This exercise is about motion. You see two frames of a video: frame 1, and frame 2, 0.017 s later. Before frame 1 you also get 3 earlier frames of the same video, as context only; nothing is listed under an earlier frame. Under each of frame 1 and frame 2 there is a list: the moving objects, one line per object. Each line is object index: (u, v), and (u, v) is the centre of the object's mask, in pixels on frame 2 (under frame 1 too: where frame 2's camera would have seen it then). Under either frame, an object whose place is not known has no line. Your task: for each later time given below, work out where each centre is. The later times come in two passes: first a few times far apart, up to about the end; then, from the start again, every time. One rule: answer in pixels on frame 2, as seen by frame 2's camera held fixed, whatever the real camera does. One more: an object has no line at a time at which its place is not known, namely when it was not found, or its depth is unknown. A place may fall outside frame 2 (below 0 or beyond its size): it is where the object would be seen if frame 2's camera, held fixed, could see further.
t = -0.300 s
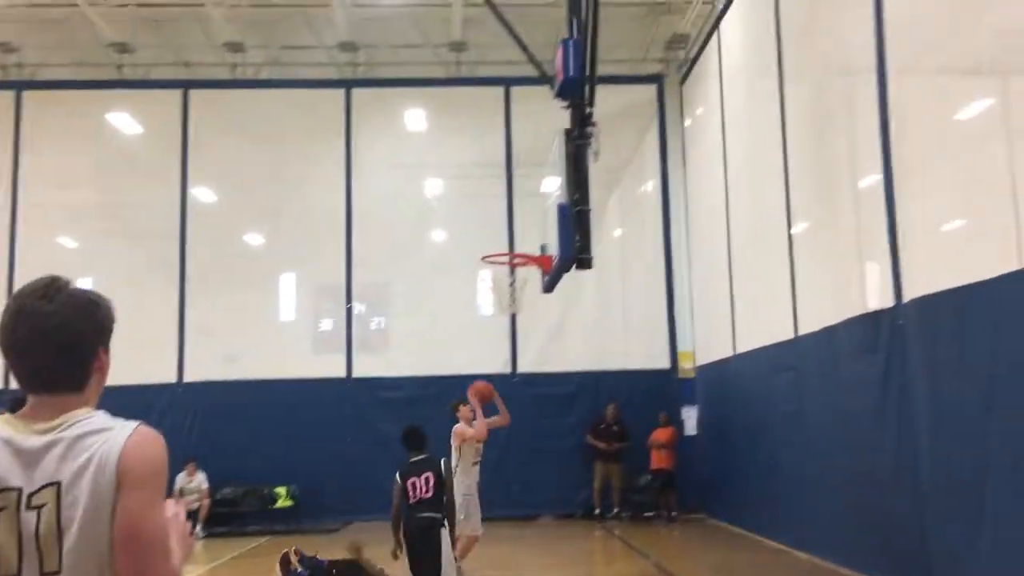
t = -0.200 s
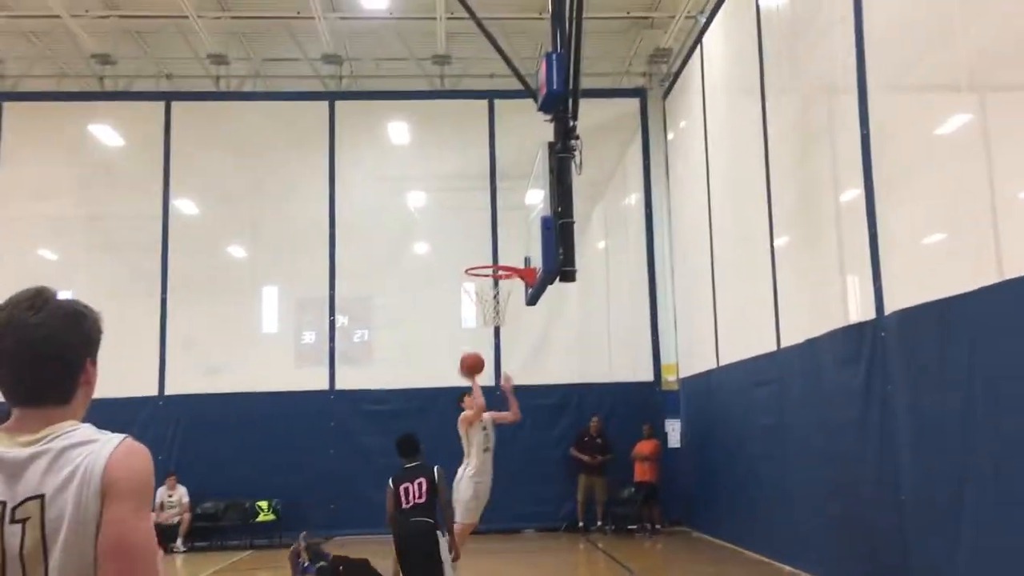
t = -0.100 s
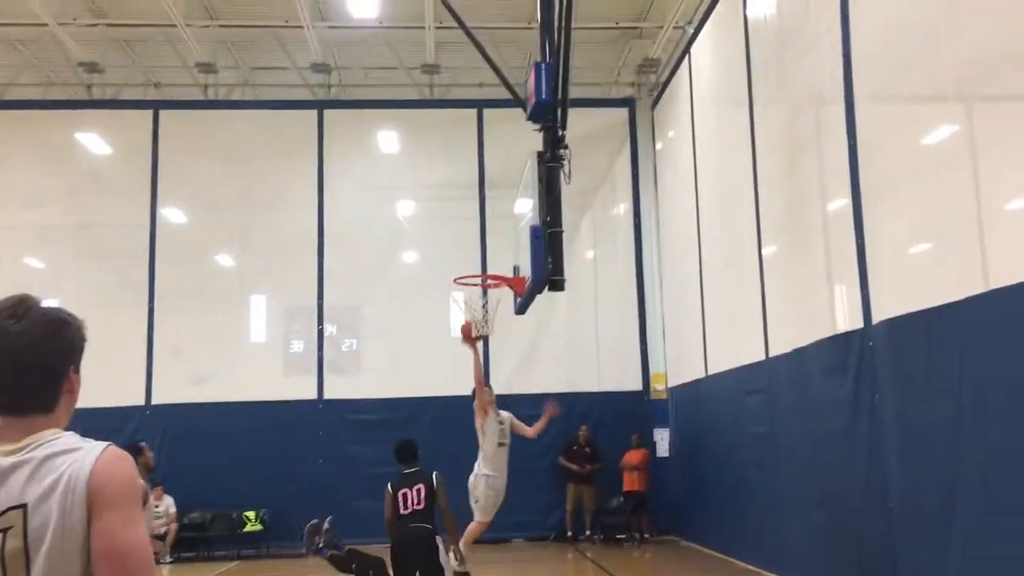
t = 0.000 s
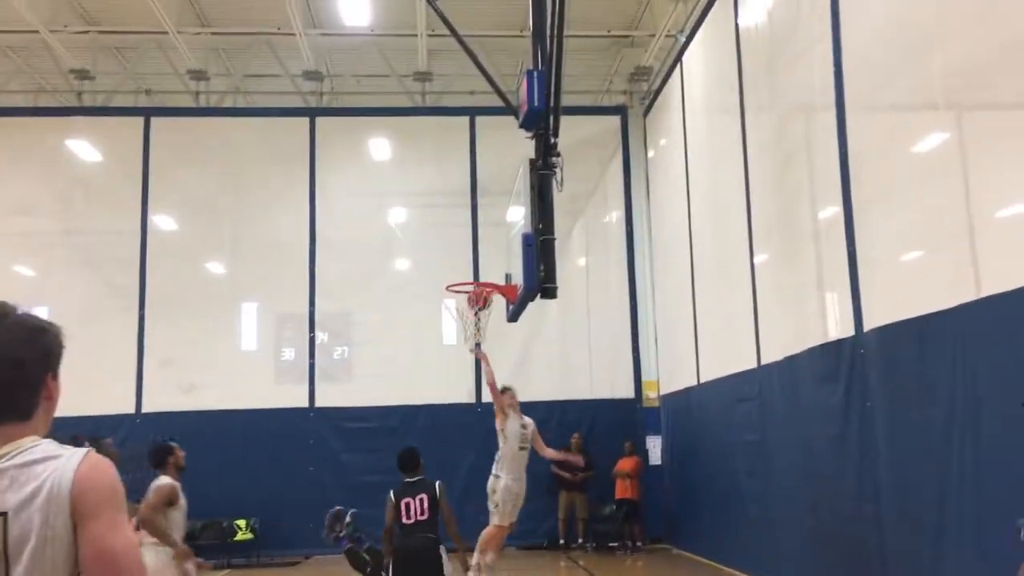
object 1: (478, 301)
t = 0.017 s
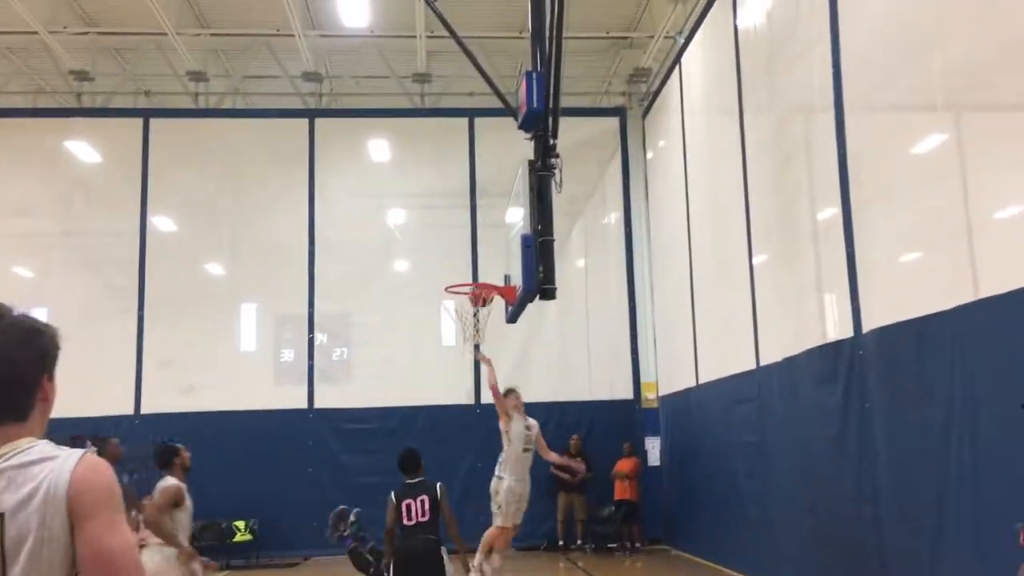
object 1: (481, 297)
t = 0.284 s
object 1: (485, 258)
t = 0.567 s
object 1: (460, 311)
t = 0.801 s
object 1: (471, 386)
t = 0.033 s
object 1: (483, 290)
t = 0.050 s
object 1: (486, 282)
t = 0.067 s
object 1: (488, 279)
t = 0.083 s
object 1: (491, 274)
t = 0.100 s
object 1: (493, 271)
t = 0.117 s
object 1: (495, 267)
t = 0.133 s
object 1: (498, 263)
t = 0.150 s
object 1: (499, 261)
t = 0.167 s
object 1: (497, 260)
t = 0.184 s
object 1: (495, 258)
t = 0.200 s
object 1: (493, 258)
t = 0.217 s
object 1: (491, 257)
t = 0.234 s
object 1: (490, 257)
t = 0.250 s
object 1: (488, 257)
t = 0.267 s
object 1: (487, 257)
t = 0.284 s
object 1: (485, 258)
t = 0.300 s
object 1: (482, 259)
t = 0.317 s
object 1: (480, 260)
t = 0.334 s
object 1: (478, 261)
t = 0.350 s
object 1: (476, 263)
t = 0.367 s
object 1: (474, 265)
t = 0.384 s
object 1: (472, 268)
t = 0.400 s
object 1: (470, 270)
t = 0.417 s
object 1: (468, 272)
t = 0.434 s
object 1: (466, 274)
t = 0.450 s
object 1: (464, 280)
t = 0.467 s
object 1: (462, 284)
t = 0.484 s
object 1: (460, 288)
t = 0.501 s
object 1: (460, 293)
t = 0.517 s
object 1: (459, 297)
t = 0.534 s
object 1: (460, 301)
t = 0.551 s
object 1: (459, 307)
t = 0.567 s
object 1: (460, 311)
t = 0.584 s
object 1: (461, 315)
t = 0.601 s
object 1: (461, 319)
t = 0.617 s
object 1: (462, 323)
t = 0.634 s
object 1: (463, 327)
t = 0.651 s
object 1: (463, 332)
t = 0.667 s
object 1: (464, 337)
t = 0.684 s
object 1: (464, 341)
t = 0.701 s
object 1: (464, 348)
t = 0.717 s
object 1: (466, 353)
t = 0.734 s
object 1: (467, 359)
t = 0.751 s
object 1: (468, 365)
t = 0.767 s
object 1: (469, 372)
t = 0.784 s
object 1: (470, 379)
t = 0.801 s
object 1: (471, 386)
